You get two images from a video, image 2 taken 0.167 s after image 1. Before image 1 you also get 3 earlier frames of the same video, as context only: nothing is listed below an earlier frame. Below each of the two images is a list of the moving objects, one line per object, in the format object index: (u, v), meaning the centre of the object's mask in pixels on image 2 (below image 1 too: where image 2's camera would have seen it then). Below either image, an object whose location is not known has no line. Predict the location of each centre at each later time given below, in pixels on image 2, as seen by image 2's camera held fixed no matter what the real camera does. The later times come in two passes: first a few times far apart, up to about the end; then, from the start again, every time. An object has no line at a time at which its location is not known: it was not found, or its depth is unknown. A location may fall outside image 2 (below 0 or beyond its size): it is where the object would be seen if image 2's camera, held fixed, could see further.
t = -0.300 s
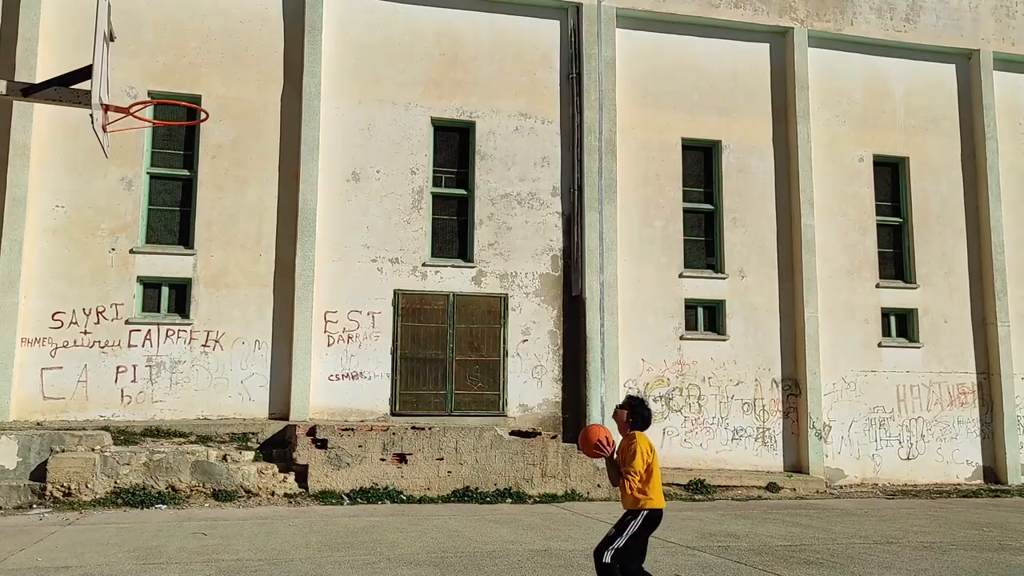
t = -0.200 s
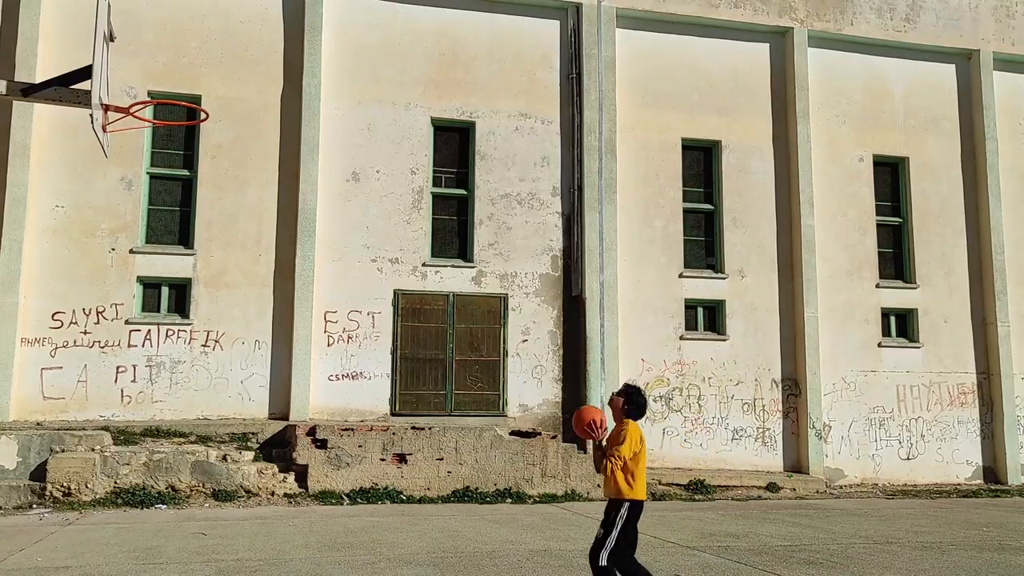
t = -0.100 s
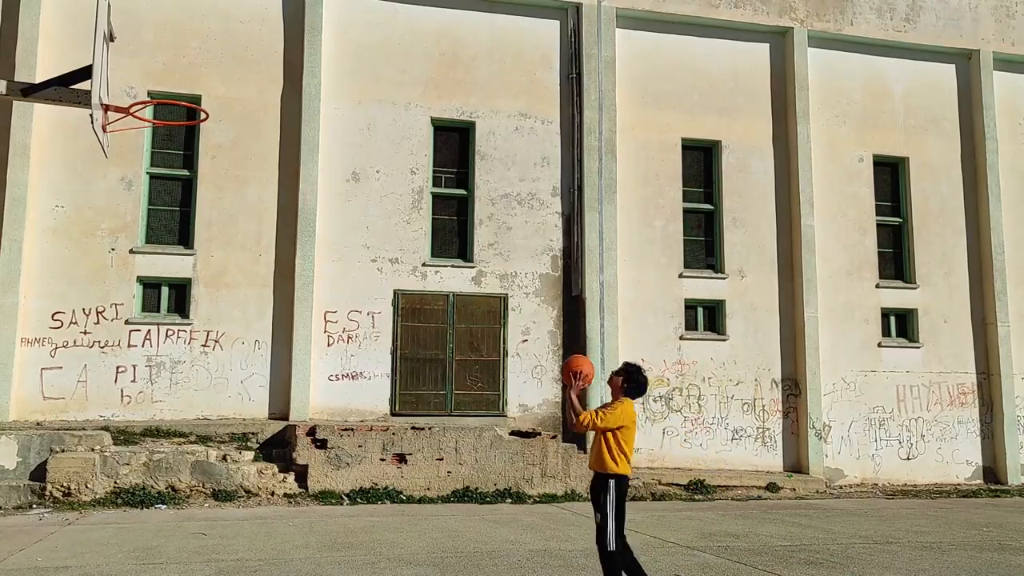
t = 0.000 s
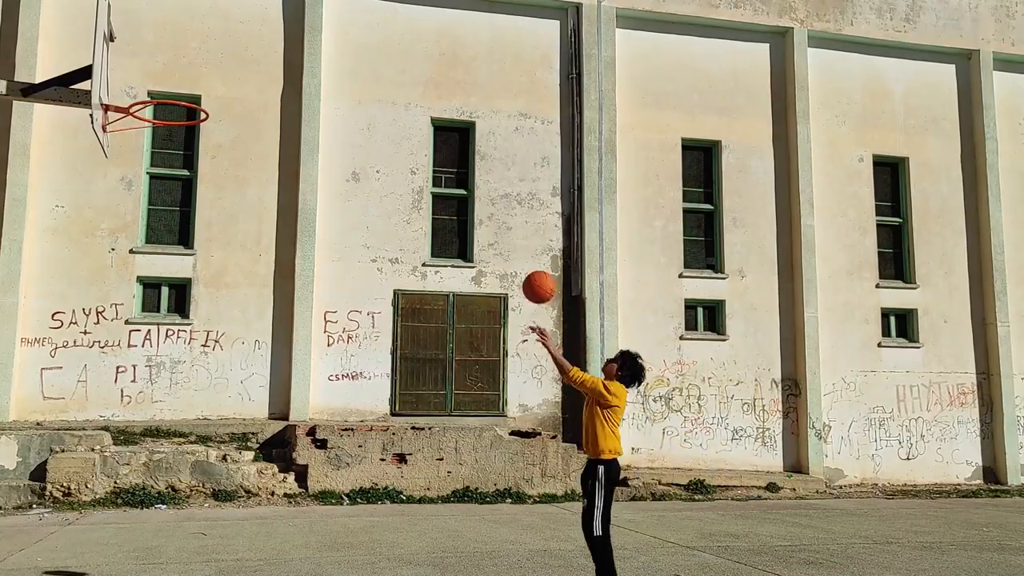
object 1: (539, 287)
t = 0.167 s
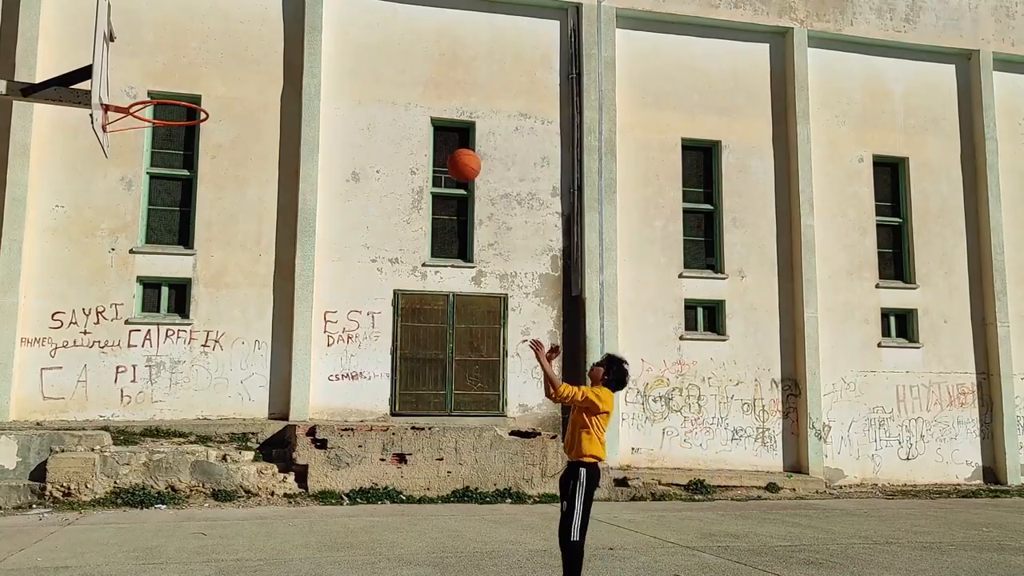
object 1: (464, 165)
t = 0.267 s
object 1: (417, 109)
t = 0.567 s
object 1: (274, 15)
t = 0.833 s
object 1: (131, 29)
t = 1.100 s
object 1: (194, 70)
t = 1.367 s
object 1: (193, 50)
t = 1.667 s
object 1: (184, 158)
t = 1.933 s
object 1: (170, 404)
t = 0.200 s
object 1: (448, 146)
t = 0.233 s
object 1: (433, 127)
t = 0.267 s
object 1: (417, 109)
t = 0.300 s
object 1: (402, 93)
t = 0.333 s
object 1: (386, 78)
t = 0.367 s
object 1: (371, 65)
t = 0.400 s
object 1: (355, 53)
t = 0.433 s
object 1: (339, 42)
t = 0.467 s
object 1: (323, 33)
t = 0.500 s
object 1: (307, 25)
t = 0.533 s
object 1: (290, 19)
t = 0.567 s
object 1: (274, 15)
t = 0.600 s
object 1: (257, 13)
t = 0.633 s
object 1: (240, 12)
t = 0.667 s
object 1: (223, 12)
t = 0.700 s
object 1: (205, 13)
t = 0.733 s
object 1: (187, 14)
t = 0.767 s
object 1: (168, 17)
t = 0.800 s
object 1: (150, 22)
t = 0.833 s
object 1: (131, 29)
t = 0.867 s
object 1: (137, 41)
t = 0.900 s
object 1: (152, 56)
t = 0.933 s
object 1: (167, 72)
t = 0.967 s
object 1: (181, 88)
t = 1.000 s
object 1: (194, 104)
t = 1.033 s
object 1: (194, 90)
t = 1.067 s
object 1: (194, 80)
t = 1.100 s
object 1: (194, 70)
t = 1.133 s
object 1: (194, 63)
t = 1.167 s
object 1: (194, 56)
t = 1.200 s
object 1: (194, 51)
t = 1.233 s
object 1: (194, 48)
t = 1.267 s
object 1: (194, 46)
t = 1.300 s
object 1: (194, 45)
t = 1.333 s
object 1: (193, 47)
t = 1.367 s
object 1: (193, 50)
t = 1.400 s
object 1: (192, 54)
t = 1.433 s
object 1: (192, 60)
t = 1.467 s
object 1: (191, 68)
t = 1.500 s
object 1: (190, 78)
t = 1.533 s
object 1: (189, 90)
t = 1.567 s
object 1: (188, 104)
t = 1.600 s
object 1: (187, 120)
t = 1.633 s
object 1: (185, 137)
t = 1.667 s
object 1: (184, 158)
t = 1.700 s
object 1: (182, 180)
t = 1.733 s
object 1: (181, 204)
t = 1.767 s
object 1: (179, 231)
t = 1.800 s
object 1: (177, 260)
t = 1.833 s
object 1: (176, 292)
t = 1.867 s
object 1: (173, 327)
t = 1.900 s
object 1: (171, 364)
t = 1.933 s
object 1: (170, 404)
